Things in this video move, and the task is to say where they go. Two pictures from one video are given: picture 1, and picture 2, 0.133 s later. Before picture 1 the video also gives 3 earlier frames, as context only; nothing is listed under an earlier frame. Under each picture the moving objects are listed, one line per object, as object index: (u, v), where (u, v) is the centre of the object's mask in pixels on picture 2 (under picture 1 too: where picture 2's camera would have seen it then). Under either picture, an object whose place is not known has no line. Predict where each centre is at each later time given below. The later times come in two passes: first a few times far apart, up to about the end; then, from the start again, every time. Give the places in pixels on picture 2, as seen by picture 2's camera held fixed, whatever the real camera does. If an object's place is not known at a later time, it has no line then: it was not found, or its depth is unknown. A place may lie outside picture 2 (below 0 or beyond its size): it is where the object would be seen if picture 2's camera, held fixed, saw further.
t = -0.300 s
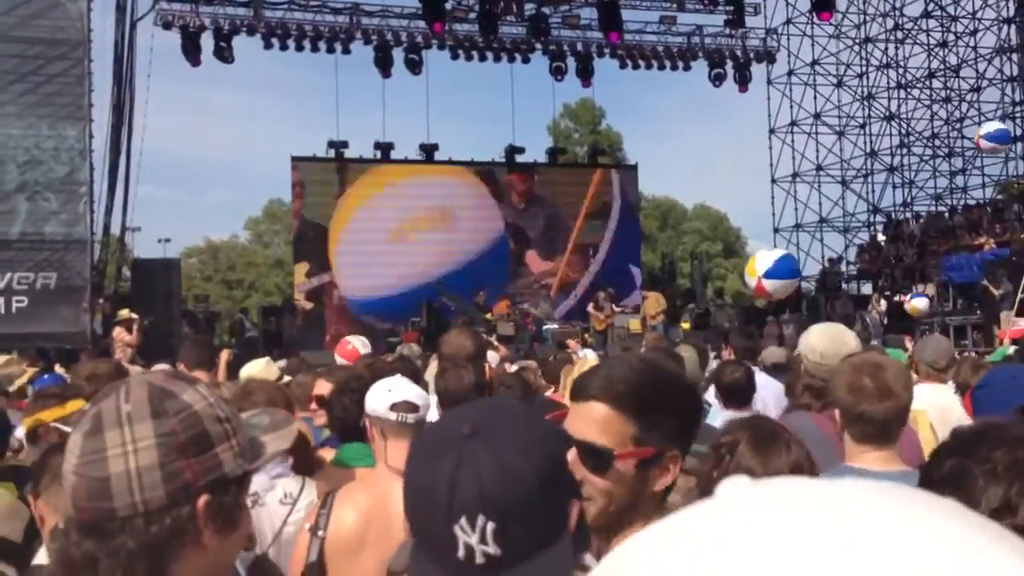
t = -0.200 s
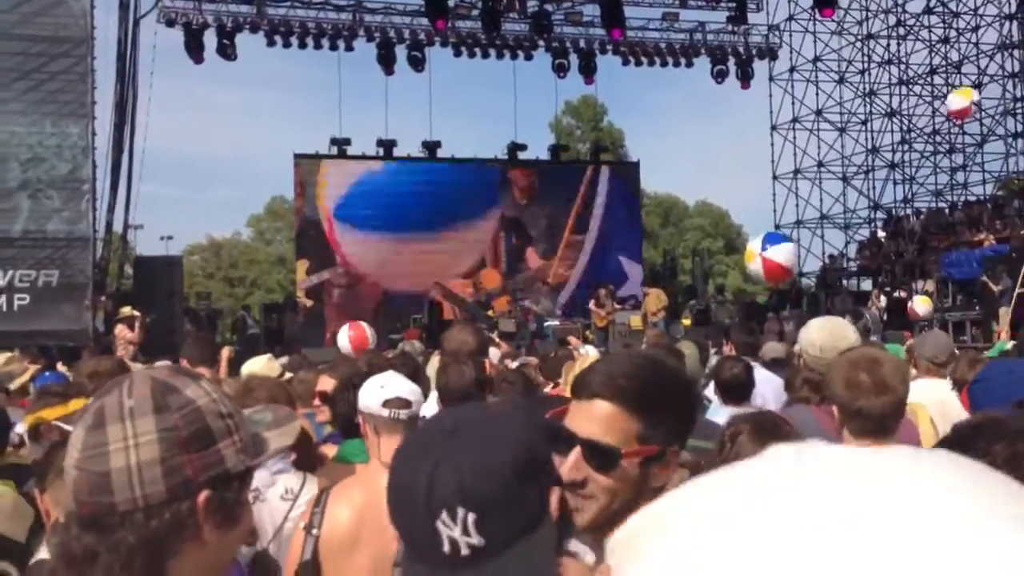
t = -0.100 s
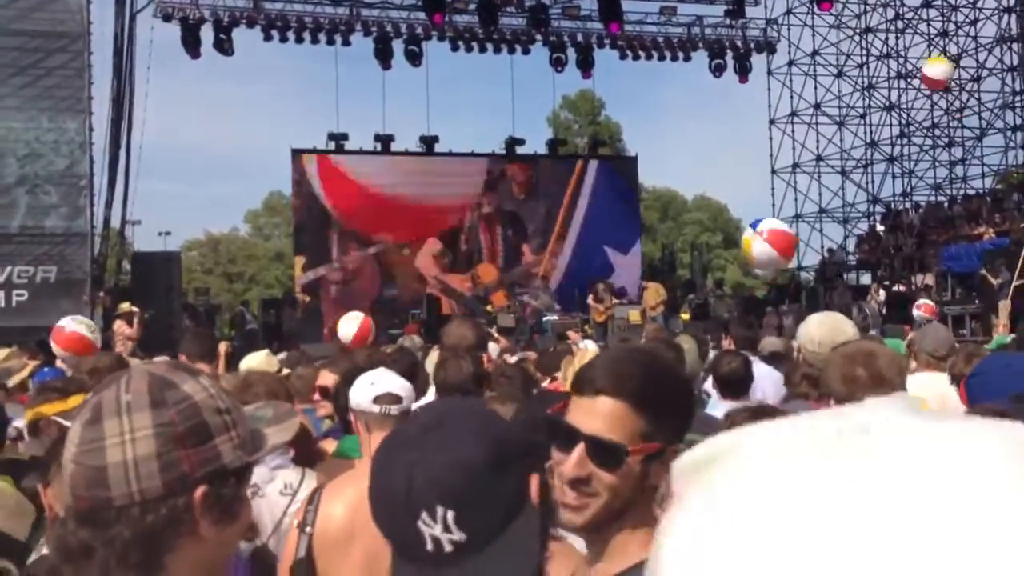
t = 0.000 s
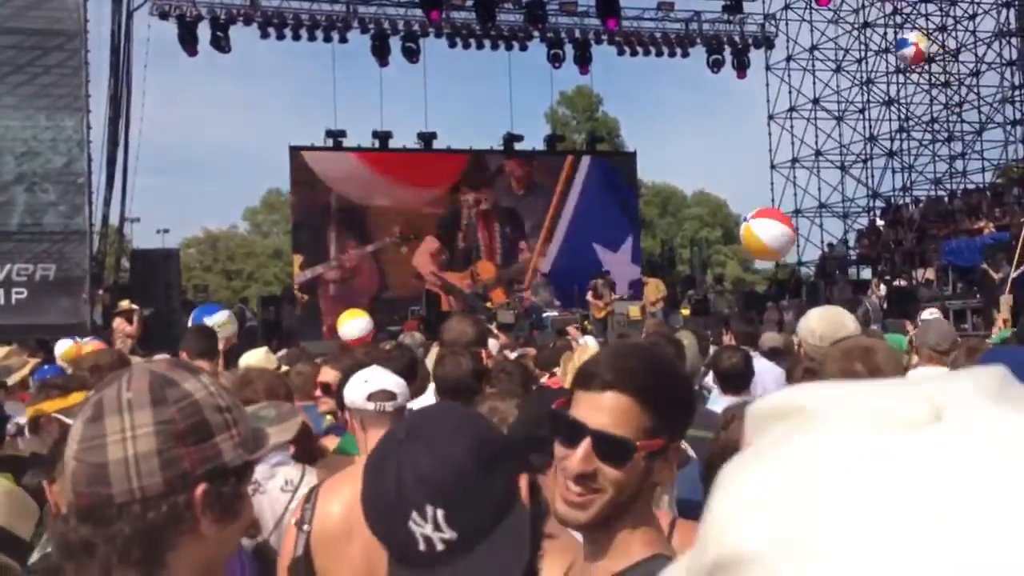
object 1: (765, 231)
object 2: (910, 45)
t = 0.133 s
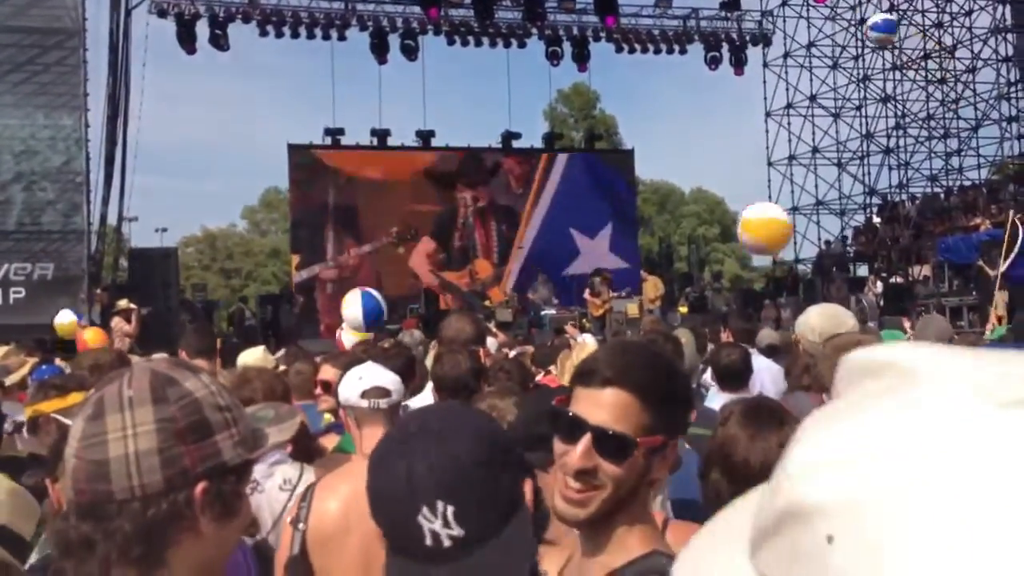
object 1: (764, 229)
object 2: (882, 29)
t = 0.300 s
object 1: (766, 232)
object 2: (850, 23)
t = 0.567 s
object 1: (772, 252)
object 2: (812, 37)
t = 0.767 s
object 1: (780, 282)
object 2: (794, 72)
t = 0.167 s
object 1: (765, 229)
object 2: (876, 27)
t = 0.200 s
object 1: (765, 229)
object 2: (869, 24)
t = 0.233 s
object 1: (765, 230)
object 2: (862, 23)
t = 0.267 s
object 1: (765, 231)
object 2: (855, 23)
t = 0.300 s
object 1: (766, 232)
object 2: (850, 23)
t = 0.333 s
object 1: (767, 233)
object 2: (845, 23)
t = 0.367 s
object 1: (767, 236)
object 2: (839, 23)
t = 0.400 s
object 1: (768, 237)
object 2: (837, 23)
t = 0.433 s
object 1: (768, 240)
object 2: (831, 25)
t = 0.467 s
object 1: (768, 243)
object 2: (825, 27)
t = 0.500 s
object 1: (770, 245)
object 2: (821, 30)
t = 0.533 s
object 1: (770, 248)
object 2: (816, 34)
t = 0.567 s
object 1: (772, 252)
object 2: (812, 37)
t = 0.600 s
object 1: (773, 256)
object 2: (809, 41)
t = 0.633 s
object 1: (774, 261)
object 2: (803, 47)
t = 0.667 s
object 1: (775, 266)
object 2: (800, 52)
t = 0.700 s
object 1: (777, 272)
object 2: (798, 58)
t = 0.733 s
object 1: (778, 277)
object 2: (796, 65)
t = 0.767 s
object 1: (780, 282)
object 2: (794, 72)
